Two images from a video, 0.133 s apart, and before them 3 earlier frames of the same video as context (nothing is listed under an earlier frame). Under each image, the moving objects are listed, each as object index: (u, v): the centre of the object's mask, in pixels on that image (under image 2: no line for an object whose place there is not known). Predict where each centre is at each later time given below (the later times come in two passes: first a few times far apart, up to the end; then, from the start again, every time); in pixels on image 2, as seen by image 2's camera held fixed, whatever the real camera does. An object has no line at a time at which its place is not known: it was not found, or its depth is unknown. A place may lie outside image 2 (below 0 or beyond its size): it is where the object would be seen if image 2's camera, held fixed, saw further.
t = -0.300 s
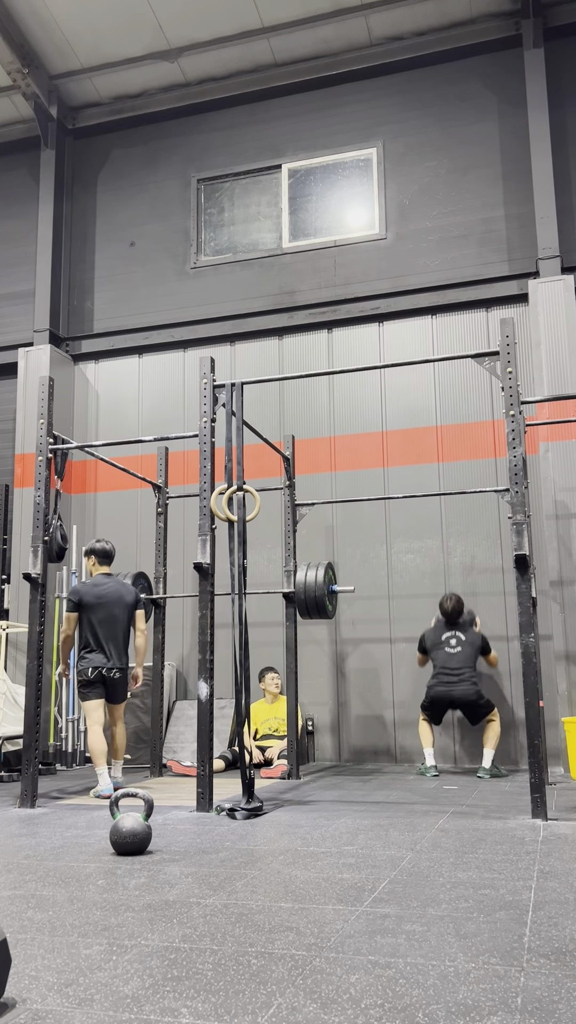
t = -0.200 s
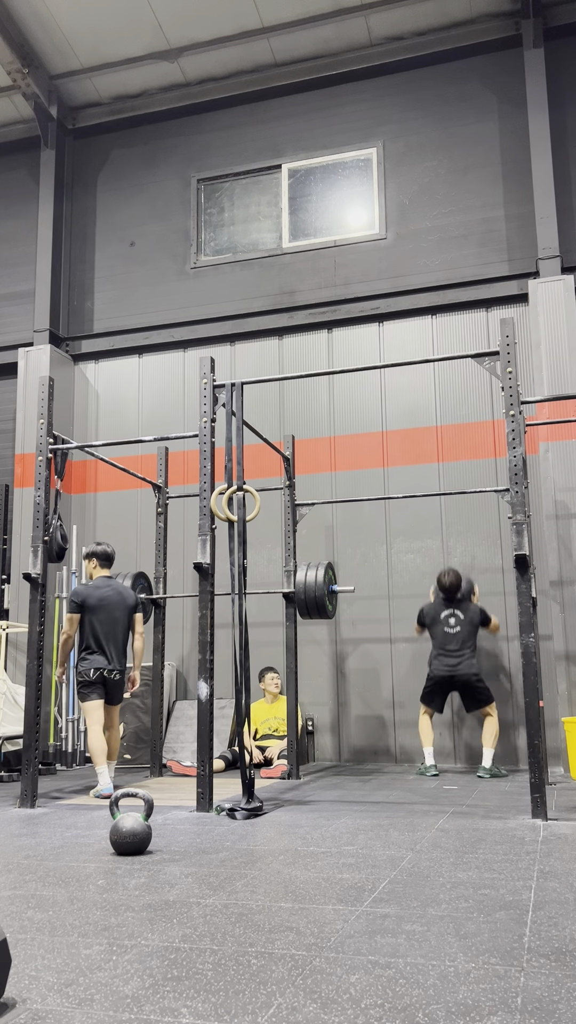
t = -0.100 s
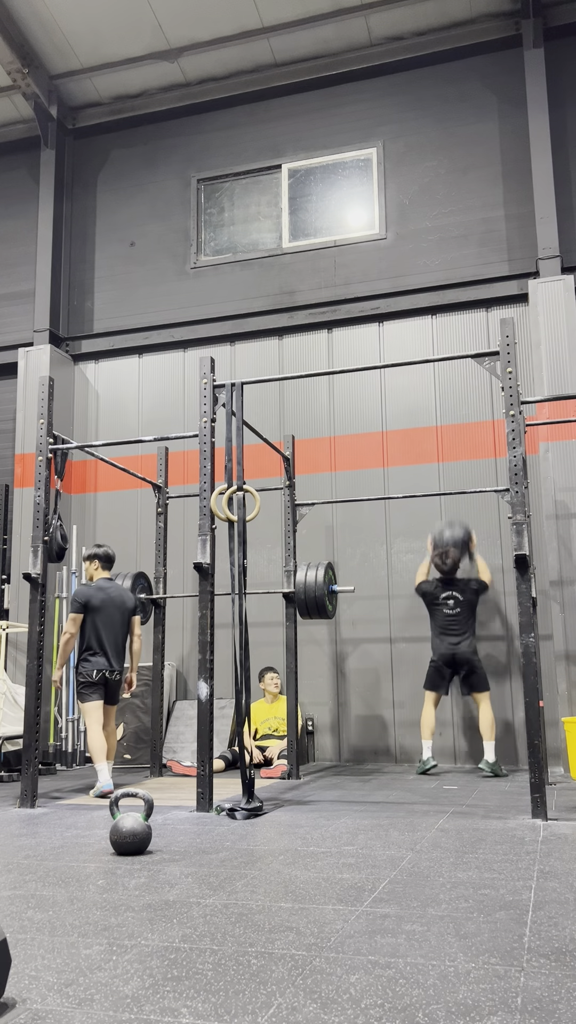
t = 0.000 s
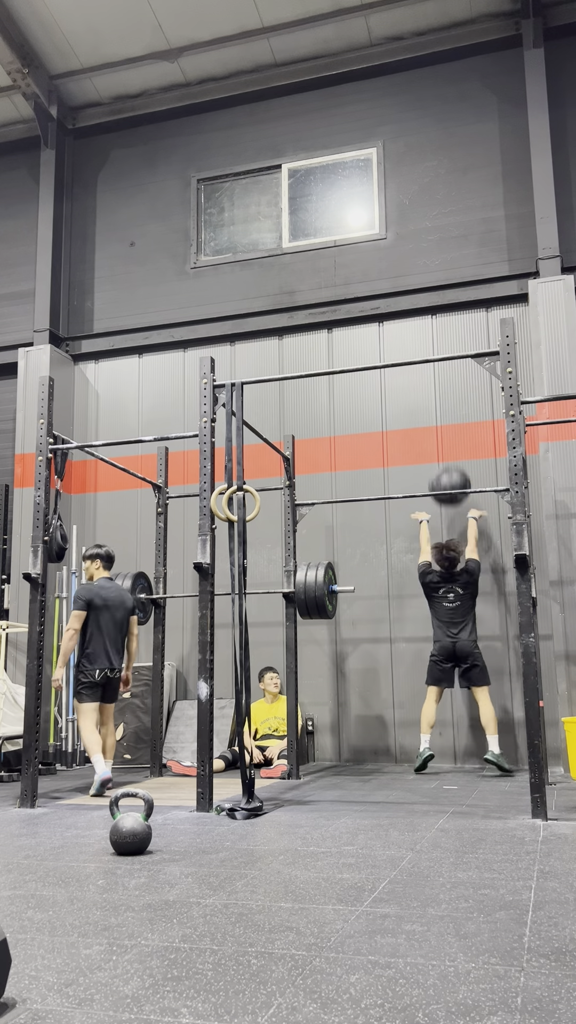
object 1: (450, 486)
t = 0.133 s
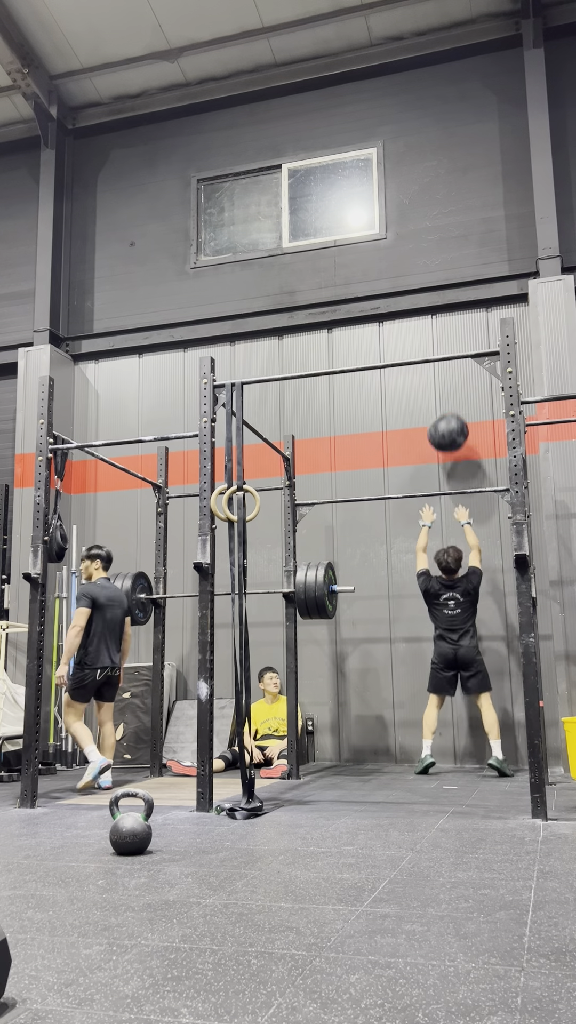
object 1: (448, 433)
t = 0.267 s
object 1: (447, 400)
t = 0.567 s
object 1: (448, 393)
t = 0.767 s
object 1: (448, 435)
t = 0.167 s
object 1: (448, 423)
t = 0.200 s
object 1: (447, 414)
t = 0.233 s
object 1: (448, 407)
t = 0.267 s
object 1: (447, 400)
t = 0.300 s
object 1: (447, 395)
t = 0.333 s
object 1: (447, 391)
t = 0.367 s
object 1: (448, 389)
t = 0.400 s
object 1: (448, 387)
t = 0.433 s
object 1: (448, 387)
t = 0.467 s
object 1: (448, 387)
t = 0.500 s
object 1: (448, 388)
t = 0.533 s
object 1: (448, 390)
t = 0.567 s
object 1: (448, 393)
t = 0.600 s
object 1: (448, 397)
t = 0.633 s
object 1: (448, 403)
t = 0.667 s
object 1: (448, 409)
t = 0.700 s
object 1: (448, 417)
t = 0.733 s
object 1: (448, 426)
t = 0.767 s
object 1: (448, 435)
